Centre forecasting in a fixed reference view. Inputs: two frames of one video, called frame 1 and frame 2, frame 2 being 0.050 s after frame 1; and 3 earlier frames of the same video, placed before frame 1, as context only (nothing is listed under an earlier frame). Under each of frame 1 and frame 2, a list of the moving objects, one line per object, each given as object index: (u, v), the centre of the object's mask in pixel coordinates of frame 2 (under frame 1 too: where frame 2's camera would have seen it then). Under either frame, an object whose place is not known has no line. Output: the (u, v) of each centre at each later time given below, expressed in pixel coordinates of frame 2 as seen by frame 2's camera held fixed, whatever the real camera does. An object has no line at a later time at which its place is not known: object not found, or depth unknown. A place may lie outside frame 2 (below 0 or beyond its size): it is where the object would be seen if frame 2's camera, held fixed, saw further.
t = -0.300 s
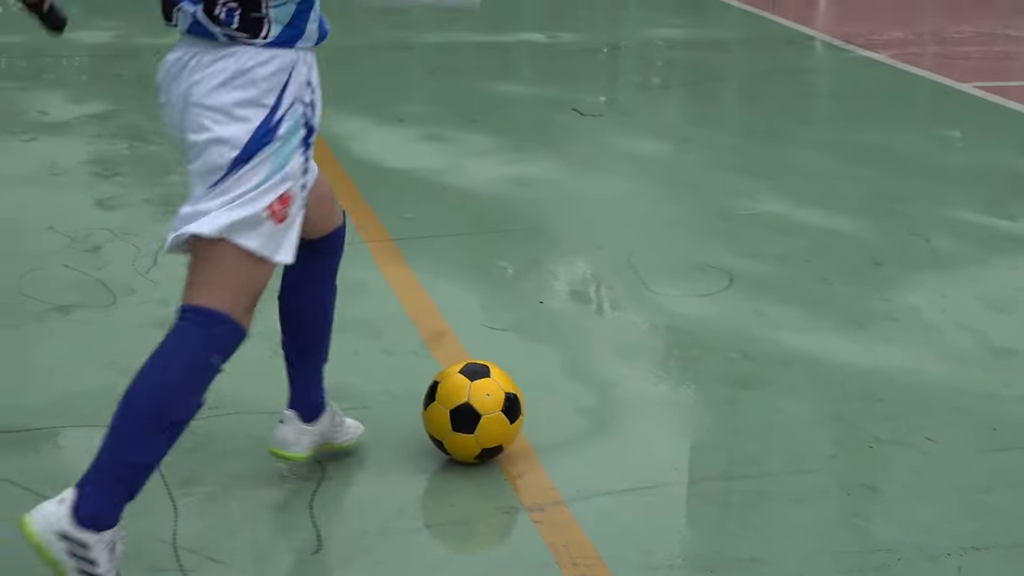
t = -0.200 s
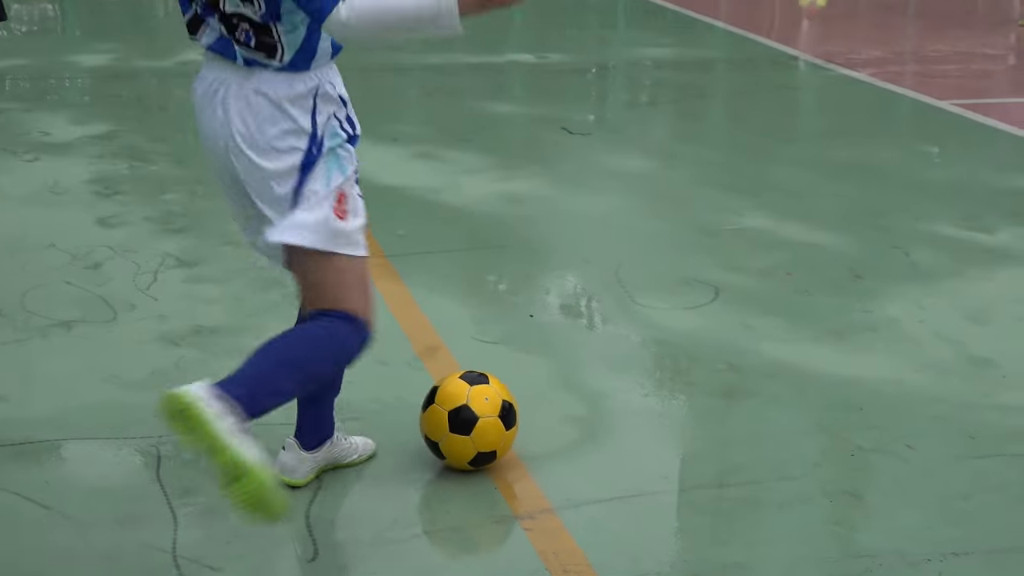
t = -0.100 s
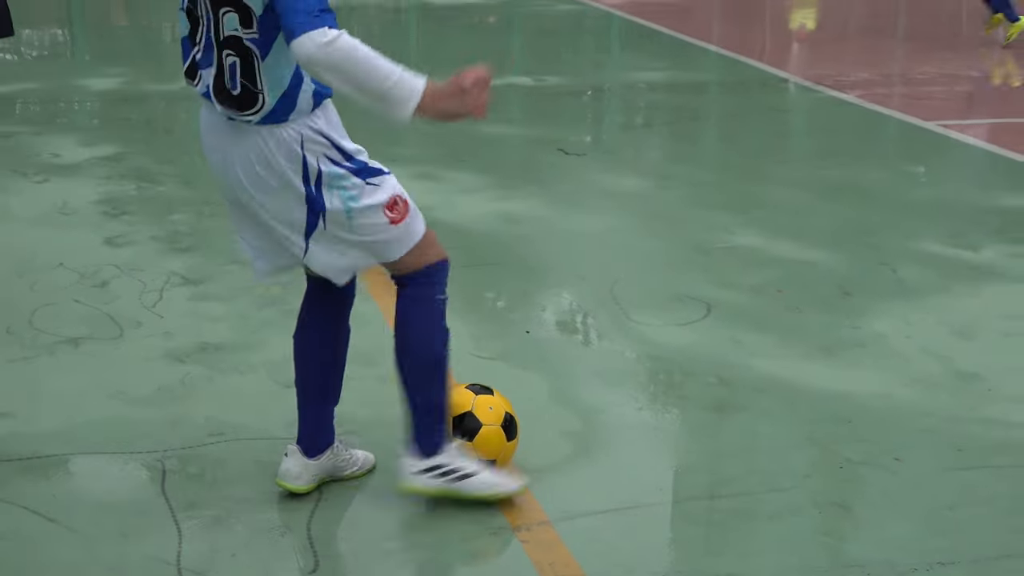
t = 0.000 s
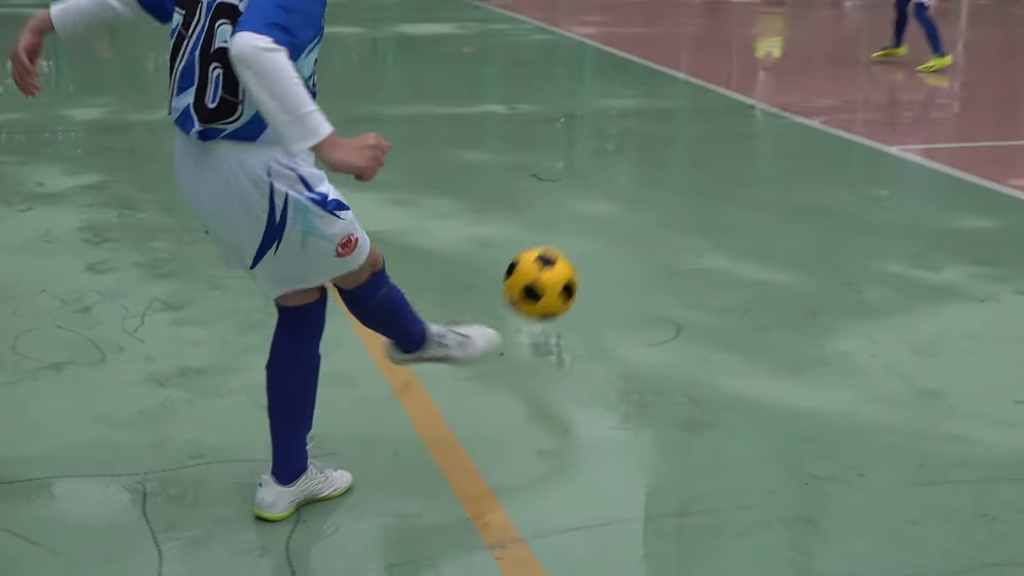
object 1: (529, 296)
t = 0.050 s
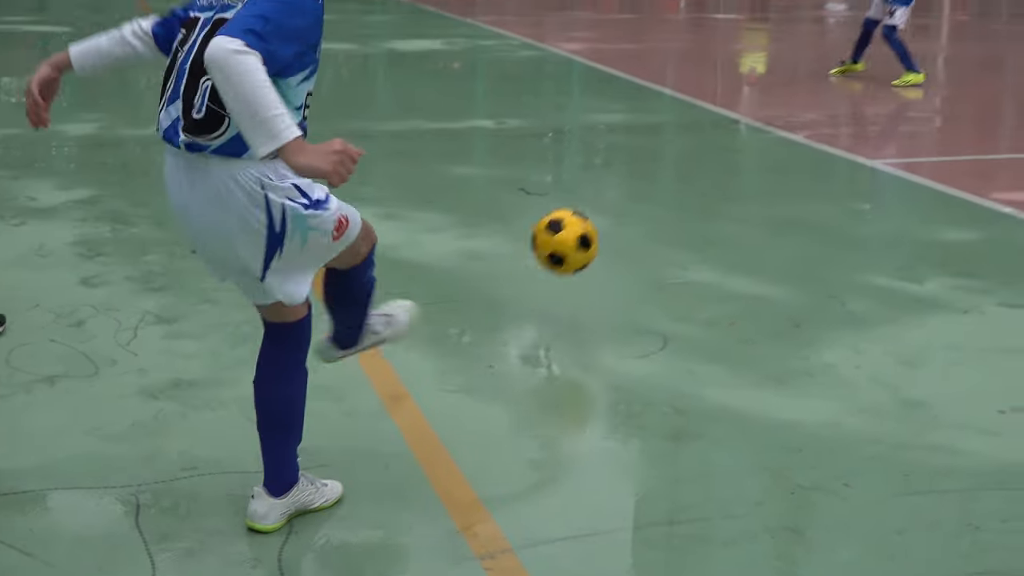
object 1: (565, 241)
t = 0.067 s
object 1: (574, 228)
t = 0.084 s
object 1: (583, 215)
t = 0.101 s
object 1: (591, 204)
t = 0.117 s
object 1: (598, 194)
